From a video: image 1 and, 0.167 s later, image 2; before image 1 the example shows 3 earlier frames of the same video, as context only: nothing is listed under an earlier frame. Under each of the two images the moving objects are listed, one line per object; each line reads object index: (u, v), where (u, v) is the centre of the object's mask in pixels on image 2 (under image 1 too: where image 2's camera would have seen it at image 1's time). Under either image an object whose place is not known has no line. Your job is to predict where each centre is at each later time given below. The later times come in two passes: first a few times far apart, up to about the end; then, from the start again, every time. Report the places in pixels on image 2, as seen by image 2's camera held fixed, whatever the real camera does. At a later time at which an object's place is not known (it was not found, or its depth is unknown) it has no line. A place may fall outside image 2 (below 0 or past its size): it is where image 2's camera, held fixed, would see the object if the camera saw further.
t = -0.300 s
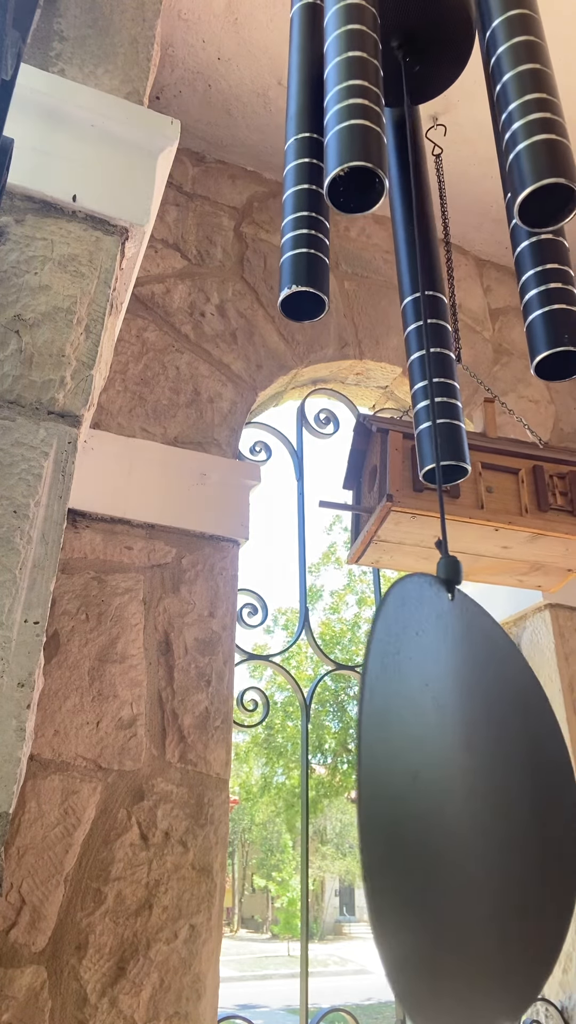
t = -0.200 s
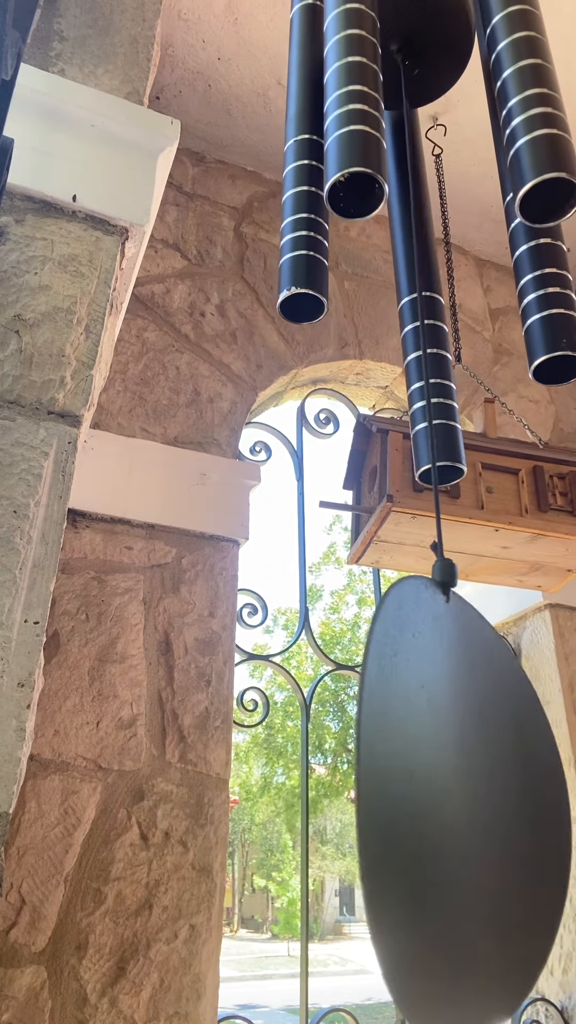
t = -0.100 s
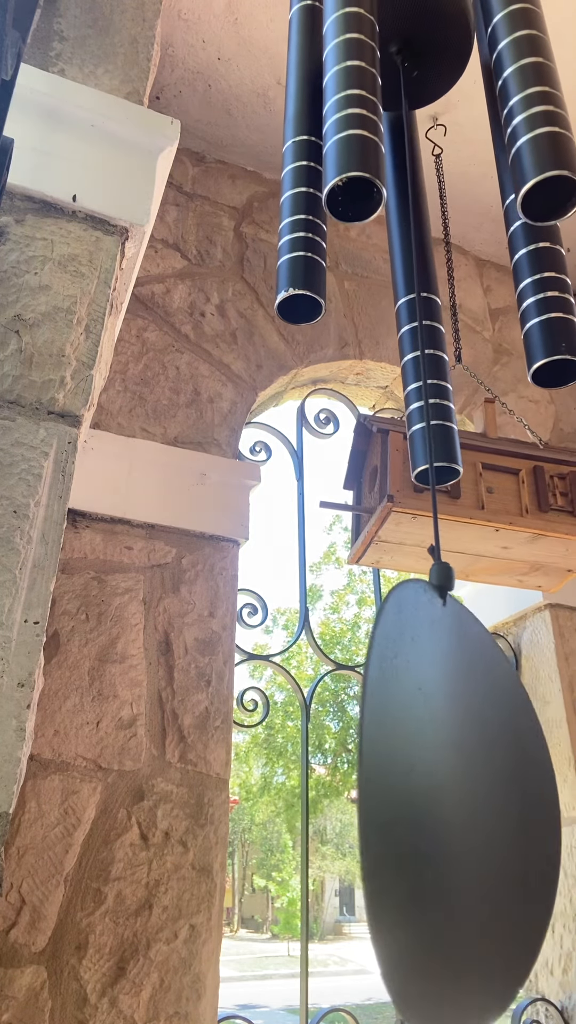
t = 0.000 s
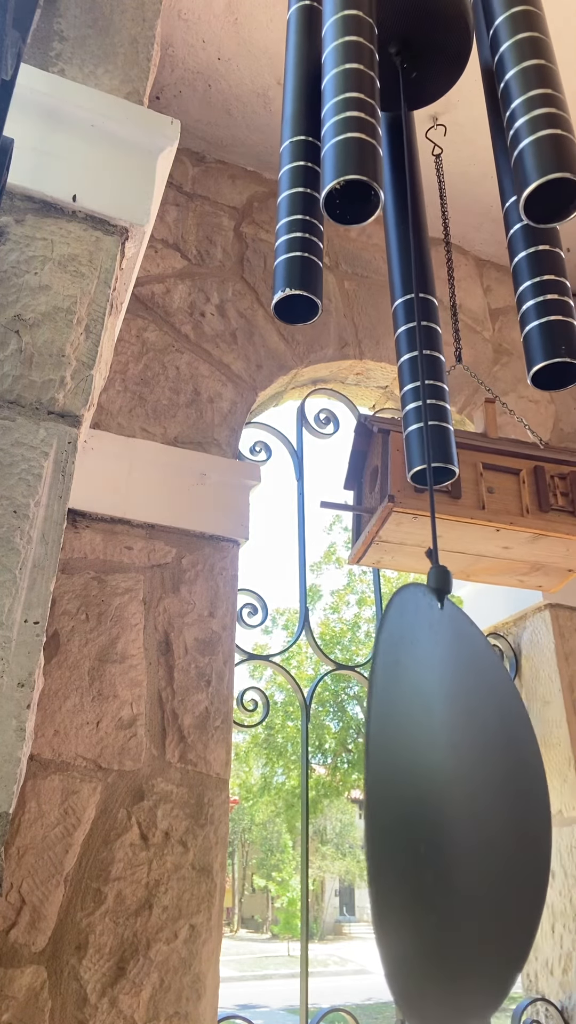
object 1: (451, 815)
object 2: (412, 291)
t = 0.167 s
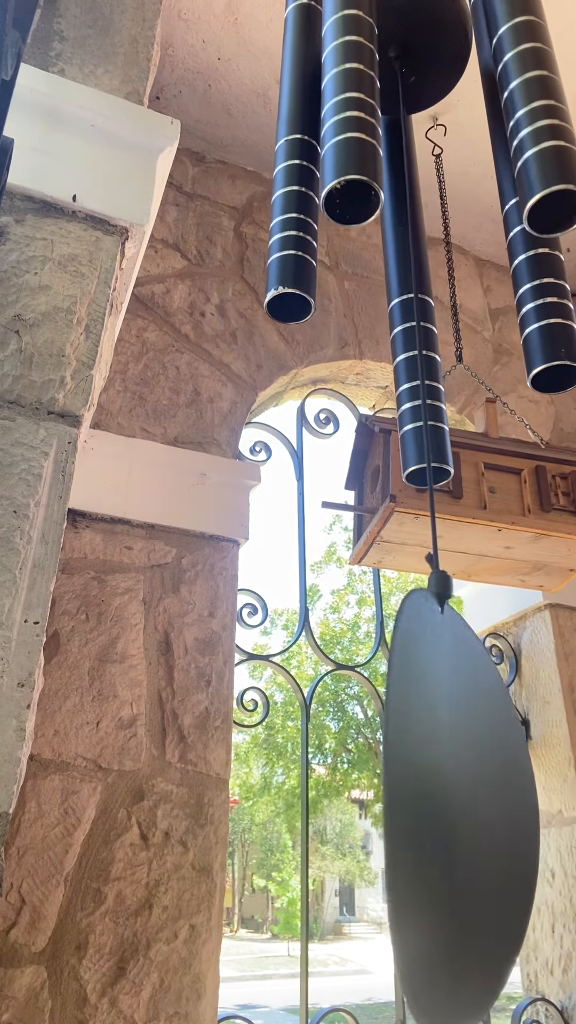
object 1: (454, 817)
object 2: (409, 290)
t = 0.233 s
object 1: (458, 818)
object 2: (409, 293)
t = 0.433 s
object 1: (470, 821)
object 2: (411, 292)
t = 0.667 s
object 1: (486, 821)
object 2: (415, 299)
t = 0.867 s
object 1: (487, 803)
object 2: (418, 297)
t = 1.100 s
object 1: (490, 788)
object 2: (416, 270)
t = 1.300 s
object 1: (485, 789)
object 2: (414, 269)
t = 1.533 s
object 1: (474, 794)
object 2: (414, 283)
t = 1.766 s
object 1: (467, 797)
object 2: (415, 300)
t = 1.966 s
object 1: (469, 795)
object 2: (414, 316)
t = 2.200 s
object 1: (476, 814)
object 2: (413, 304)
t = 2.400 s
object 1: (487, 822)
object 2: (412, 277)
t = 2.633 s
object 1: (486, 819)
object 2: (414, 272)
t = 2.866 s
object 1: (470, 813)
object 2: (417, 276)
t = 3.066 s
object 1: (458, 813)
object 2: (418, 289)
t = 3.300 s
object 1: (450, 815)
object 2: (414, 297)
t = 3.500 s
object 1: (451, 818)
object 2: (409, 292)
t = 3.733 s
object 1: (461, 818)
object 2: (408, 288)
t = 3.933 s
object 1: (470, 818)
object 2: (411, 284)
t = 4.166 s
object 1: (476, 820)
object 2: (415, 280)
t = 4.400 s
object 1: (469, 819)
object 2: (417, 279)
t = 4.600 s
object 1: (458, 787)
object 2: (417, 284)
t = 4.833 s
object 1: (462, 797)
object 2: (410, 277)
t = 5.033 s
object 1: (472, 803)
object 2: (409, 290)
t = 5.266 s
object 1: (485, 807)
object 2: (408, 300)
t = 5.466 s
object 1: (495, 808)
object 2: (409, 296)
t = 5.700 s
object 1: (498, 805)
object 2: (411, 283)
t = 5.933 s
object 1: (497, 801)
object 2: (413, 271)
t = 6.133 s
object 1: (493, 799)
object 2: (413, 271)
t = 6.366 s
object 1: (481, 798)
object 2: (411, 299)
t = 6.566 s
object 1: (472, 799)
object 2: (407, 297)
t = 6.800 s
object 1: (464, 797)
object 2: (406, 290)
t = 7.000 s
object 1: (470, 822)
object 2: (408, 284)
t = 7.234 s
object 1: (473, 821)
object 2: (412, 282)
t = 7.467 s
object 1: (470, 815)
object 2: (411, 275)
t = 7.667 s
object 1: (465, 813)
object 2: (411, 286)
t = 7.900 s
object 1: (456, 814)
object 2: (408, 278)
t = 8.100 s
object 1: (451, 817)
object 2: (408, 282)
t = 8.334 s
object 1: (453, 820)
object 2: (411, 291)
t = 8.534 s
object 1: (463, 823)
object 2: (412, 299)
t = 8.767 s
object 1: (477, 820)
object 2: (410, 293)
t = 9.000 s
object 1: (476, 794)
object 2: (407, 272)
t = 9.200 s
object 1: (480, 788)
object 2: (409, 269)
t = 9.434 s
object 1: (474, 794)
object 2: (416, 276)
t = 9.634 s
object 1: (464, 798)
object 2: (418, 295)
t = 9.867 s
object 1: (465, 804)
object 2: (413, 303)
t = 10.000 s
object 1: (473, 806)
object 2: (408, 296)
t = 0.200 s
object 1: (456, 818)
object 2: (409, 289)
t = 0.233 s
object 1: (458, 818)
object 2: (409, 293)
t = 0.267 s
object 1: (460, 819)
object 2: (409, 292)
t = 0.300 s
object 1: (461, 819)
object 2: (409, 288)
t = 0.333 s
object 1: (463, 820)
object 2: (410, 292)
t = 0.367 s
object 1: (465, 820)
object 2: (410, 292)
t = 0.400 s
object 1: (468, 821)
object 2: (410, 290)
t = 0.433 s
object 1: (470, 821)
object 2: (411, 292)
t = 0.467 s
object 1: (473, 822)
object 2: (411, 294)
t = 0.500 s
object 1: (475, 823)
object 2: (412, 294)
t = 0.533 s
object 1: (478, 823)
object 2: (413, 297)
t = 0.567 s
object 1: (480, 822)
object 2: (414, 299)
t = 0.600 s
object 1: (482, 819)
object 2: (414, 296)
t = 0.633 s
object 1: (485, 822)
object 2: (415, 298)
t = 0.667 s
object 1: (486, 821)
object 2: (415, 299)
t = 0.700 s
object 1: (487, 821)
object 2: (416, 299)
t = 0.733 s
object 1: (487, 819)
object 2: (416, 298)
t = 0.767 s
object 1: (489, 821)
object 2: (417, 300)
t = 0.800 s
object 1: (488, 817)
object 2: (417, 297)
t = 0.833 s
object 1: (488, 810)
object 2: (417, 293)
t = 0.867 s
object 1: (487, 803)
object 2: (418, 297)
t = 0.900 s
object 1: (488, 792)
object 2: (418, 292)
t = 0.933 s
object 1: (489, 789)
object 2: (418, 293)
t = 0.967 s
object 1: (490, 790)
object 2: (418, 290)
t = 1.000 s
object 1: (490, 790)
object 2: (418, 282)
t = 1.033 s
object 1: (491, 789)
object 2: (417, 276)
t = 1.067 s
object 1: (490, 789)
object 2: (416, 273)
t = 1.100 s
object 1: (490, 788)
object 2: (416, 270)
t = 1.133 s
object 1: (490, 787)
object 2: (416, 270)
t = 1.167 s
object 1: (489, 788)
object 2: (415, 267)
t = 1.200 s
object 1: (488, 788)
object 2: (415, 266)
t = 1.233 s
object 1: (488, 789)
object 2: (415, 268)
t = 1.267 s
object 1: (487, 789)
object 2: (415, 271)
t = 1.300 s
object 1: (485, 789)
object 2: (414, 269)
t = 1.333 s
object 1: (484, 790)
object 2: (415, 270)
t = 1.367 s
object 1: (482, 789)
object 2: (414, 273)
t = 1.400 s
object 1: (481, 791)
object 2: (414, 274)
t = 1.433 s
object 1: (479, 791)
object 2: (415, 278)
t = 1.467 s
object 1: (477, 792)
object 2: (415, 280)
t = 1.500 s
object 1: (475, 793)
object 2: (414, 280)
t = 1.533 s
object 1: (474, 794)
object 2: (414, 283)
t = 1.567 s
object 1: (472, 795)
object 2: (414, 279)
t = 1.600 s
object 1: (471, 796)
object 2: (414, 282)
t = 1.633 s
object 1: (469, 796)
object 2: (414, 285)
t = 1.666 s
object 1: (468, 796)
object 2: (415, 292)
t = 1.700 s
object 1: (468, 797)
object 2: (415, 295)
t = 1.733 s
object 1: (467, 797)
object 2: (414, 295)
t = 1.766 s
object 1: (467, 797)
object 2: (415, 300)
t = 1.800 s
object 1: (467, 798)
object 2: (415, 305)
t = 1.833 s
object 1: (467, 798)
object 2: (415, 306)
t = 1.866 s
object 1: (468, 797)
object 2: (415, 307)
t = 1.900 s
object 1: (468, 797)
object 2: (415, 311)
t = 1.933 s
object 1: (468, 796)
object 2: (415, 314)
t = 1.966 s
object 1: (469, 795)
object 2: (414, 316)
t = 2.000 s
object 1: (469, 795)
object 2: (414, 316)
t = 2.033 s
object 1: (470, 794)
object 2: (414, 315)
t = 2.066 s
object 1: (471, 793)
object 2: (413, 314)
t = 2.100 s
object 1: (471, 796)
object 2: (413, 314)
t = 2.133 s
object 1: (473, 803)
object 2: (413, 311)
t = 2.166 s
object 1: (475, 809)
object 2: (413, 308)
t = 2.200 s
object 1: (476, 814)
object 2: (413, 304)
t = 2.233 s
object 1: (478, 817)
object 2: (413, 300)
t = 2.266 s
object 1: (481, 821)
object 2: (412, 293)
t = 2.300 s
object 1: (482, 821)
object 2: (412, 289)
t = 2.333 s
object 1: (484, 822)
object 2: (412, 284)
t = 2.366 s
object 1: (485, 822)
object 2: (412, 280)
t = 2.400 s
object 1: (487, 822)
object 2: (412, 277)
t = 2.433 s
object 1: (488, 824)
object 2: (412, 275)
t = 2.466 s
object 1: (489, 822)
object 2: (412, 272)
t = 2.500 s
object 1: (489, 822)
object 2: (412, 275)
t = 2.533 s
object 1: (490, 823)
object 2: (412, 268)
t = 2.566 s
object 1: (489, 821)
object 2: (413, 273)
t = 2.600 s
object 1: (488, 819)
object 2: (413, 265)
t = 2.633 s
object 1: (486, 819)
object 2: (414, 272)
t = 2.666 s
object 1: (485, 818)
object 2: (414, 266)
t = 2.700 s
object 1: (483, 816)
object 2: (415, 274)
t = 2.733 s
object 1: (481, 816)
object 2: (415, 267)
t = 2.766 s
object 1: (478, 816)
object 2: (416, 267)
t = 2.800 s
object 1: (476, 815)
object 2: (416, 266)
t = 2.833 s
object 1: (473, 814)
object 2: (416, 267)
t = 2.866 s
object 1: (470, 813)
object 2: (417, 276)
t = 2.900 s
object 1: (468, 813)
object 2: (417, 270)
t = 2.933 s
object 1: (466, 813)
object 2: (417, 270)
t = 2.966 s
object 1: (464, 813)
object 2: (418, 279)
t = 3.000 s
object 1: (462, 814)
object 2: (418, 283)
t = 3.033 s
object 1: (459, 813)
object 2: (417, 277)
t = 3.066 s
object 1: (458, 813)
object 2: (418, 289)
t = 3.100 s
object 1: (456, 814)
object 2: (418, 292)
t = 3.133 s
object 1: (455, 814)
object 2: (419, 294)
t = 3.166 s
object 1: (454, 815)
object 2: (419, 298)
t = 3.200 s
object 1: (453, 814)
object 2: (418, 297)
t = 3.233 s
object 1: (452, 815)
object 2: (415, 294)
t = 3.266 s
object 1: (451, 815)
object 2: (415, 295)
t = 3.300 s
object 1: (450, 815)
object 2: (414, 297)
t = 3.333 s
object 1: (450, 816)
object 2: (413, 296)
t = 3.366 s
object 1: (450, 817)
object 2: (412, 295)
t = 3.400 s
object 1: (450, 817)
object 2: (411, 296)
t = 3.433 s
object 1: (450, 817)
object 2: (411, 295)
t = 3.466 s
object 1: (451, 817)
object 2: (410, 293)
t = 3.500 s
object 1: (451, 818)
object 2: (409, 292)
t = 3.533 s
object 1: (452, 818)
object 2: (409, 293)
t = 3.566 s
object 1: (453, 818)
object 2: (409, 292)
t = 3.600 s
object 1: (455, 817)
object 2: (409, 291)
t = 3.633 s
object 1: (456, 817)
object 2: (408, 290)
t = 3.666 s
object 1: (457, 818)
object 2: (408, 289)
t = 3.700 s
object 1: (459, 818)
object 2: (408, 289)
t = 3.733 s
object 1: (461, 818)
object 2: (408, 288)
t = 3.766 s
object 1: (463, 818)
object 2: (409, 288)
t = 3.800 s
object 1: (465, 818)
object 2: (409, 287)
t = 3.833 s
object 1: (466, 818)
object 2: (409, 287)
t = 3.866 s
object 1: (467, 818)
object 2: (410, 286)
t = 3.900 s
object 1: (469, 818)
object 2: (410, 284)
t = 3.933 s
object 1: (470, 818)
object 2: (411, 284)
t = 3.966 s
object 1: (471, 818)
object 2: (412, 285)
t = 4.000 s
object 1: (472, 819)
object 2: (412, 282)
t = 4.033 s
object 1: (473, 818)
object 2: (412, 282)
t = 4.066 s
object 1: (474, 818)
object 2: (413, 281)
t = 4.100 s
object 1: (474, 819)
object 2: (414, 282)
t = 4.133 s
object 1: (475, 820)
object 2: (415, 284)
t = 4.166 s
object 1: (476, 820)
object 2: (415, 280)
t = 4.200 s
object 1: (476, 821)
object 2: (416, 282)
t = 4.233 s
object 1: (476, 822)
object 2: (416, 283)
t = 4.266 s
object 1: (476, 821)
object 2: (417, 280)
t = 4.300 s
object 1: (475, 822)
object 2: (417, 278)
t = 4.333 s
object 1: (473, 819)
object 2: (417, 283)
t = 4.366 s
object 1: (472, 820)
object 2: (417, 281)
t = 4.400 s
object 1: (469, 819)
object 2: (417, 279)
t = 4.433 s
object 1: (467, 818)
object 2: (416, 277)
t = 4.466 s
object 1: (465, 814)
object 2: (416, 280)
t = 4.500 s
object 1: (461, 809)
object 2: (416, 276)
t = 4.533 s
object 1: (459, 801)
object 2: (418, 284)
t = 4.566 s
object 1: (458, 791)
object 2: (418, 283)
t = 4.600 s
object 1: (458, 787)
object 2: (417, 284)
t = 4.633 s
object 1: (458, 788)
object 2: (417, 285)
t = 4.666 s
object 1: (459, 790)
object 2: (415, 284)
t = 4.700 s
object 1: (459, 791)
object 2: (413, 275)
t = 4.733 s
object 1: (459, 792)
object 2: (412, 276)
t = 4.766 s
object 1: (460, 794)
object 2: (412, 276)
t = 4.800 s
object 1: (461, 795)
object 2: (411, 277)
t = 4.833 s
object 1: (462, 797)
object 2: (410, 277)
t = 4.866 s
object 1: (464, 798)
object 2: (412, 284)
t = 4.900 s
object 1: (465, 799)
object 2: (408, 288)
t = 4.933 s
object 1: (467, 800)
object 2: (410, 283)
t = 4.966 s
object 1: (468, 800)
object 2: (408, 293)
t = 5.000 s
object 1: (470, 802)
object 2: (408, 297)
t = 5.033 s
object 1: (472, 803)
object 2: (409, 290)
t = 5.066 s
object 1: (473, 803)
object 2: (409, 296)
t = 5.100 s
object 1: (475, 804)
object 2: (409, 294)
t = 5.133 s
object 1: (477, 805)
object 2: (408, 293)
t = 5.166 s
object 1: (479, 805)
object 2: (408, 295)
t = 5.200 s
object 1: (481, 806)
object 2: (408, 297)
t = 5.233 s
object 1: (483, 806)
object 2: (408, 299)
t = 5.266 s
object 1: (485, 807)
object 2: (408, 300)
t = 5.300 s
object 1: (487, 807)
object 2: (408, 300)
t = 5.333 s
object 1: (489, 807)
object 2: (408, 301)
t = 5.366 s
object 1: (491, 808)
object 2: (409, 302)
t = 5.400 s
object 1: (493, 807)
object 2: (409, 302)
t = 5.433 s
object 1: (494, 808)
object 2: (409, 299)
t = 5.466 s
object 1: (495, 808)
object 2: (409, 296)
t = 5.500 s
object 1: (496, 807)
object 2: (409, 294)
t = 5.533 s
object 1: (497, 807)
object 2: (409, 291)
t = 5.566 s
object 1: (497, 807)
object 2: (410, 288)
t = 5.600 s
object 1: (498, 806)
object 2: (410, 286)
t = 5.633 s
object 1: (498, 806)
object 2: (410, 284)
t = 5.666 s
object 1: (498, 805)
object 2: (410, 281)
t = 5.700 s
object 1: (498, 805)
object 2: (411, 283)
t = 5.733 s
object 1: (498, 804)
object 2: (411, 277)
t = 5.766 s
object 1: (498, 804)
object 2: (411, 272)
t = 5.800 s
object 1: (498, 803)
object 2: (411, 269)
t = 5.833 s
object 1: (498, 802)
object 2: (411, 267)
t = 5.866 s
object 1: (498, 802)
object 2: (412, 268)
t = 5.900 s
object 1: (497, 802)
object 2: (412, 265)
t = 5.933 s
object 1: (497, 801)
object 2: (413, 271)
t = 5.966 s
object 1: (496, 801)
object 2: (413, 273)
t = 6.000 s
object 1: (496, 800)
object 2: (413, 274)
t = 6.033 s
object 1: (496, 800)
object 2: (413, 268)
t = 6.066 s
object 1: (495, 799)
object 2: (413, 270)
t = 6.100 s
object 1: (494, 799)
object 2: (413, 275)
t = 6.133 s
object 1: (493, 799)
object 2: (413, 271)
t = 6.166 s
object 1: (492, 798)
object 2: (413, 278)
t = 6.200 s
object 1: (490, 798)
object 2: (413, 282)
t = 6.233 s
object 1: (489, 798)
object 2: (413, 286)
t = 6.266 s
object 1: (487, 798)
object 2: (412, 291)
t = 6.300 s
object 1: (485, 798)
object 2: (412, 295)
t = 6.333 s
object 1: (483, 798)
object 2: (411, 297)
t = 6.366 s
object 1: (481, 798)
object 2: (411, 299)
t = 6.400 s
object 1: (479, 798)
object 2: (410, 298)
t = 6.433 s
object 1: (478, 798)
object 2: (409, 299)
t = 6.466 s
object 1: (476, 798)
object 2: (408, 295)
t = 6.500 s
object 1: (475, 798)
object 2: (408, 296)
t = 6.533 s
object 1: (473, 799)
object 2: (407, 297)
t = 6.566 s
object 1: (472, 799)
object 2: (407, 297)
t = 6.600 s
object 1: (471, 799)
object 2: (406, 296)
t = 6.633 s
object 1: (470, 799)
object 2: (406, 294)
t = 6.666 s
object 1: (469, 799)
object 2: (406, 294)
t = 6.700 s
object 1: (467, 798)
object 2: (406, 293)
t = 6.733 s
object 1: (466, 797)
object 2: (406, 292)
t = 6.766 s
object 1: (465, 798)
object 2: (406, 290)
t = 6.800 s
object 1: (464, 797)
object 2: (406, 290)
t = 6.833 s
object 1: (462, 797)
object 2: (406, 288)
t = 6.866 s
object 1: (463, 806)
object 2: (407, 287)
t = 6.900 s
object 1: (465, 814)
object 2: (407, 287)
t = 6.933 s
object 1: (467, 817)
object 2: (407, 285)
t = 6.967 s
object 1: (469, 820)
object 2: (408, 284)
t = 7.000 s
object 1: (470, 822)
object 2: (408, 284)
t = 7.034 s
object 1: (472, 825)
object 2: (409, 283)
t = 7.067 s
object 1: (473, 825)
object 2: (410, 283)
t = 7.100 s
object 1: (473, 826)
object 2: (410, 284)
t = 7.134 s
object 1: (474, 825)
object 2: (411, 283)
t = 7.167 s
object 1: (474, 824)
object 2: (412, 283)
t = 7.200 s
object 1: (474, 824)
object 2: (412, 283)
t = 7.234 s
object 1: (473, 821)
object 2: (412, 282)
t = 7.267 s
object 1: (473, 820)
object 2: (412, 281)
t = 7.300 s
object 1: (473, 819)
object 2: (412, 279)
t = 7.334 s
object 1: (473, 819)
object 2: (412, 280)
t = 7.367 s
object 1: (472, 817)
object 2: (412, 278)
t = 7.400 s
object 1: (471, 817)
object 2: (412, 278)
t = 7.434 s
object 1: (471, 816)
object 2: (412, 278)
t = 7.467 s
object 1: (470, 815)
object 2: (411, 275)
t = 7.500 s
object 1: (470, 814)
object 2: (412, 278)
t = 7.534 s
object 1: (469, 814)
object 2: (412, 285)
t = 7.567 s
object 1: (468, 813)
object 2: (411, 279)
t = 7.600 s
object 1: (467, 813)
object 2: (411, 276)
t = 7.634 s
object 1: (466, 813)
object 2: (411, 276)
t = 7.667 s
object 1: (465, 813)
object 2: (411, 286)
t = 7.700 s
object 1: (464, 812)
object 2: (410, 279)
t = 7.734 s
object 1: (463, 812)
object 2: (409, 284)
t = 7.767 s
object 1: (462, 813)
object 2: (408, 273)
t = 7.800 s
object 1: (460, 813)
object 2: (409, 285)
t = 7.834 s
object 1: (459, 813)
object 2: (408, 274)
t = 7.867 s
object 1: (457, 814)
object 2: (408, 285)
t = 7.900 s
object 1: (456, 814)
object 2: (408, 278)
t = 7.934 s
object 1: (455, 814)
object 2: (408, 280)
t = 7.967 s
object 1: (454, 815)
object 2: (408, 280)
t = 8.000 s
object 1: (453, 815)
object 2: (408, 278)
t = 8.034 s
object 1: (452, 816)
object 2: (408, 279)
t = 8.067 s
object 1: (451, 816)
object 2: (408, 280)
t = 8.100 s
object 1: (451, 817)
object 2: (408, 282)
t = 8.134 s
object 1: (451, 817)
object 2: (408, 282)
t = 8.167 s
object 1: (450, 817)
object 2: (408, 283)
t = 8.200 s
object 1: (450, 818)
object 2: (409, 285)
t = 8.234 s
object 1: (450, 818)
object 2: (409, 287)
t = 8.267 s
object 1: (451, 818)
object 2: (410, 288)
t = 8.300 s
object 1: (452, 819)
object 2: (410, 289)
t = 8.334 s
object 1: (453, 820)
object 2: (411, 291)
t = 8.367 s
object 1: (454, 820)
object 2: (411, 291)
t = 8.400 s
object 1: (455, 821)
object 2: (412, 294)
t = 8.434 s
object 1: (457, 821)
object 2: (412, 294)
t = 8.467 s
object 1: (459, 821)
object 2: (412, 296)
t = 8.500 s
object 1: (461, 822)
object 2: (412, 295)
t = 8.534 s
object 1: (463, 823)
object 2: (412, 299)
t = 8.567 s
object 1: (465, 823)
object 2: (412, 299)
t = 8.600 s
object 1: (468, 824)
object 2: (412, 299)
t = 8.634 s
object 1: (471, 825)
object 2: (412, 299)
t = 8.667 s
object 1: (473, 825)
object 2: (411, 299)
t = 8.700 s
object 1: (475, 826)
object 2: (411, 299)
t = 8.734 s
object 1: (476, 822)
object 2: (410, 295)
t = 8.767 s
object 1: (477, 820)
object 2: (410, 293)
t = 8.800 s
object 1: (478, 819)
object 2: (409, 290)
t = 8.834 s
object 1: (479, 819)
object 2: (409, 289)
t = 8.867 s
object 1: (479, 818)
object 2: (408, 287)
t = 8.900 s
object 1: (478, 816)
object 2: (408, 283)
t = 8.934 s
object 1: (478, 811)
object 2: (408, 280)
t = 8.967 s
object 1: (476, 803)
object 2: (408, 285)
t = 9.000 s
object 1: (476, 794)
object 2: (407, 272)
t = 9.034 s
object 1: (477, 789)
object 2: (407, 277)
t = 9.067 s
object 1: (478, 788)
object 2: (407, 269)
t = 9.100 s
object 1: (479, 788)
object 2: (408, 267)
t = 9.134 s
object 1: (480, 788)
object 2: (408, 262)
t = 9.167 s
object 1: (480, 787)
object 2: (408, 272)
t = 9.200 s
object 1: (480, 788)
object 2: (409, 269)
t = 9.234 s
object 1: (480, 788)
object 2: (410, 273)
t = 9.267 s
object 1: (480, 789)
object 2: (411, 271)
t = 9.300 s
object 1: (479, 790)
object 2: (412, 272)
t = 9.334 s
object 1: (478, 792)
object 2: (413, 276)
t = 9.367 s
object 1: (476, 792)
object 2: (414, 273)
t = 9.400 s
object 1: (475, 793)
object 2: (415, 274)
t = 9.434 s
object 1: (474, 794)
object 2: (416, 276)
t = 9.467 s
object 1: (472, 794)
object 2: (417, 288)
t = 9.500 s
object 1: (470, 795)
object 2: (418, 291)
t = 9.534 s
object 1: (468, 795)
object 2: (418, 293)
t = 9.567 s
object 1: (467, 796)
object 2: (419, 296)
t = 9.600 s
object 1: (465, 796)
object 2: (420, 301)
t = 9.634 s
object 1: (464, 798)
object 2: (418, 295)
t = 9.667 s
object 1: (463, 798)
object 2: (418, 297)
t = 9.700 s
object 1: (463, 800)
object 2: (418, 300)
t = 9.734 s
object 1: (463, 801)
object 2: (417, 302)
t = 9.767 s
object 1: (463, 802)
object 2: (416, 301)
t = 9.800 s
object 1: (463, 803)
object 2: (416, 304)
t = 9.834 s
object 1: (465, 804)
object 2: (415, 304)
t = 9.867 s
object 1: (465, 804)
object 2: (413, 303)
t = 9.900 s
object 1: (467, 805)
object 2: (412, 302)
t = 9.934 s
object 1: (469, 806)
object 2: (411, 301)
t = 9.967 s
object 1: (471, 806)
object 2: (410, 300)
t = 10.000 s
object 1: (473, 806)
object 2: (408, 296)
